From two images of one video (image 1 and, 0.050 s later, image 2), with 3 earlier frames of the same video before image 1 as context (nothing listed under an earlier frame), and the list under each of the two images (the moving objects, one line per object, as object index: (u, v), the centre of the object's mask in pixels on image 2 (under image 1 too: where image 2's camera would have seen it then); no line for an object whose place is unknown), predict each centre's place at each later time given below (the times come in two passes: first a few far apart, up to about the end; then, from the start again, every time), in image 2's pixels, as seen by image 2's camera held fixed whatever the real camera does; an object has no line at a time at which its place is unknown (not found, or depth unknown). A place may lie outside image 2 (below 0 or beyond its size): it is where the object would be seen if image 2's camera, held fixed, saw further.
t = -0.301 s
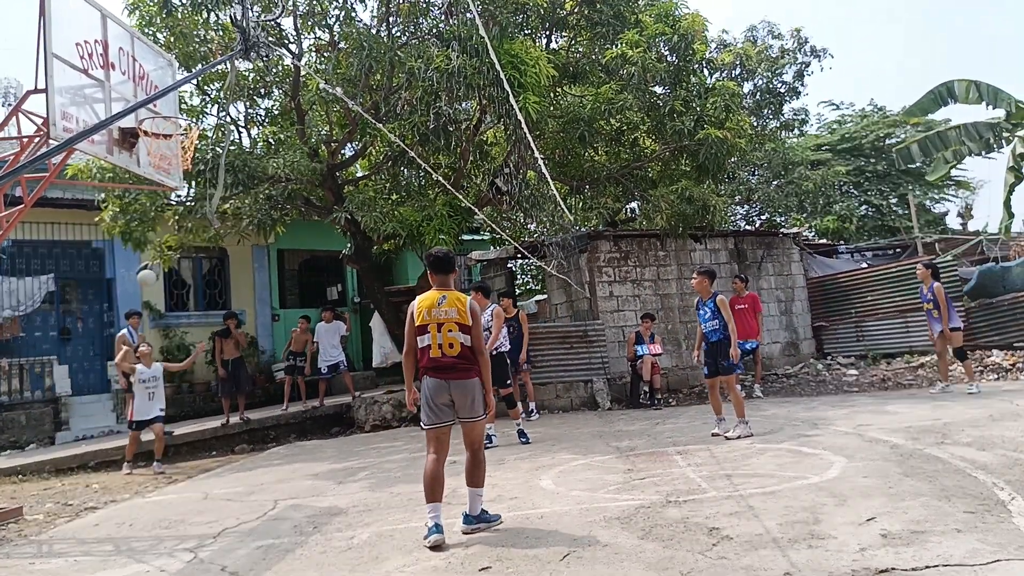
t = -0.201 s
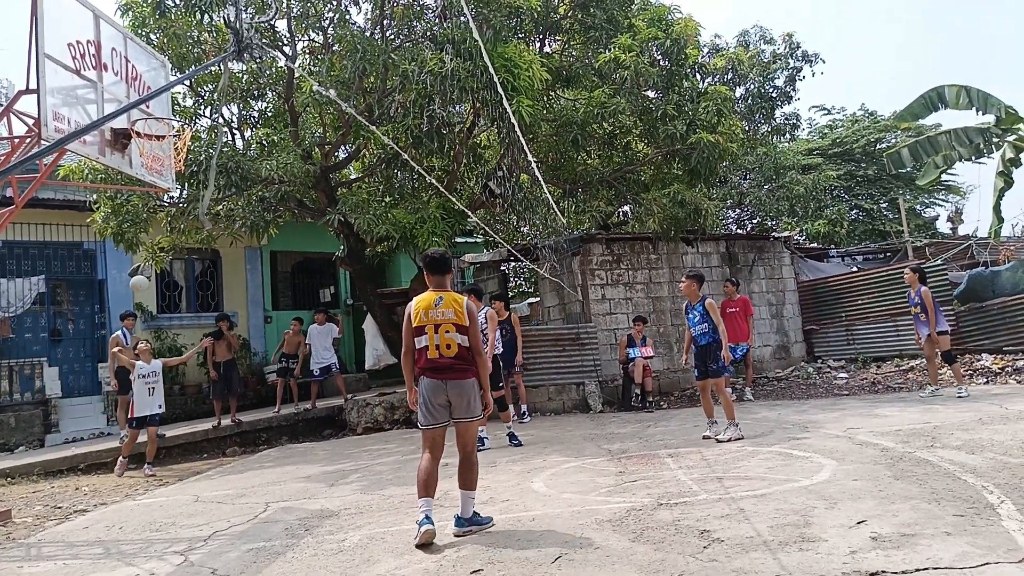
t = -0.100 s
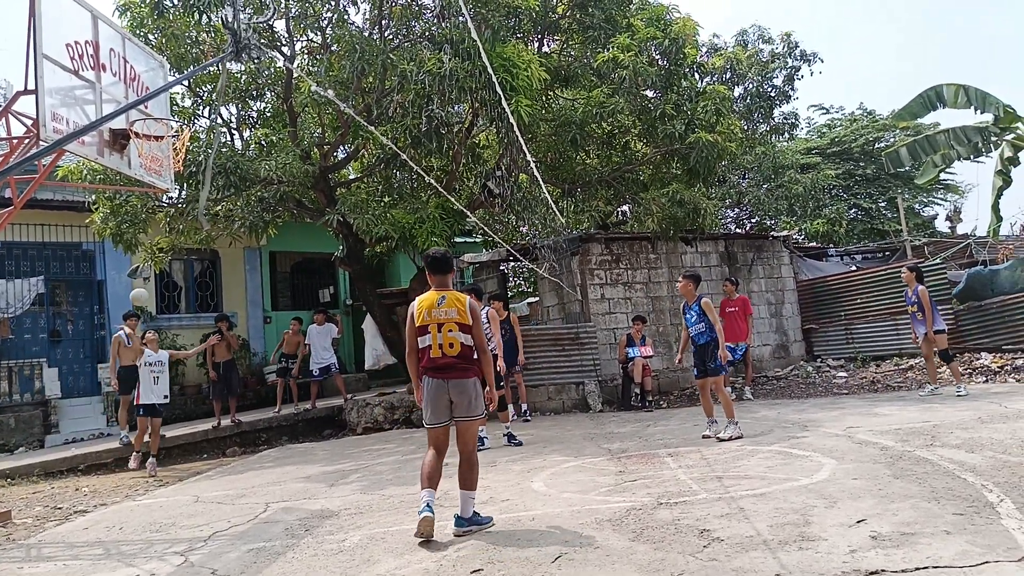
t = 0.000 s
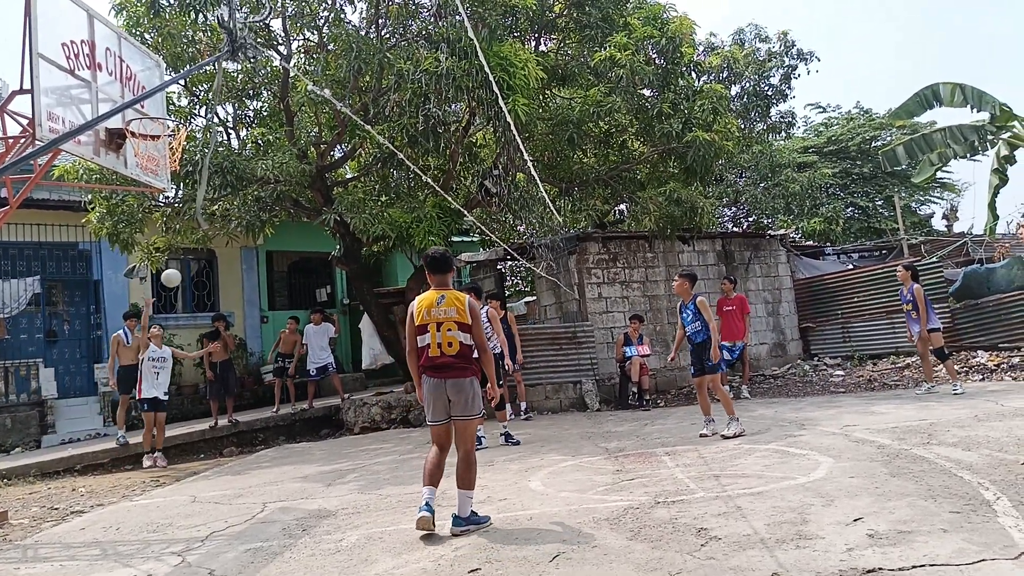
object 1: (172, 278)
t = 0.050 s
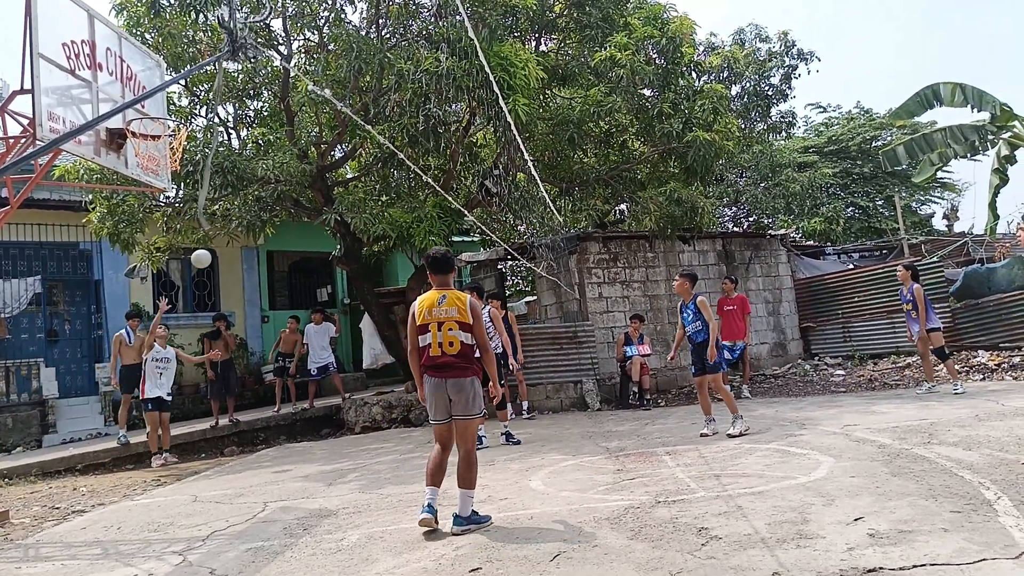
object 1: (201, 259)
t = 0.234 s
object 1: (313, 203)
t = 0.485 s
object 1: (484, 170)
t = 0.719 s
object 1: (672, 191)
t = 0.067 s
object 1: (211, 253)
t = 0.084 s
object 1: (221, 247)
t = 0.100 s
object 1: (231, 241)
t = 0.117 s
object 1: (241, 236)
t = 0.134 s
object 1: (251, 231)
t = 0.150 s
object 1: (262, 226)
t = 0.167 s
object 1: (272, 221)
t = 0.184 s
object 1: (282, 216)
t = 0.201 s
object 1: (292, 212)
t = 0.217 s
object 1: (303, 208)
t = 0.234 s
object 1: (313, 203)
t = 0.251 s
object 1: (324, 200)
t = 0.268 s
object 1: (335, 196)
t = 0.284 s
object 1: (346, 192)
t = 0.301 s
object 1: (356, 189)
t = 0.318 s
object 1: (368, 186)
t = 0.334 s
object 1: (379, 183)
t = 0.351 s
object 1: (390, 181)
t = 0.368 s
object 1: (401, 178)
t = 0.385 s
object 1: (413, 177)
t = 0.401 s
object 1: (424, 175)
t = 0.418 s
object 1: (436, 173)
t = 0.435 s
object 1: (448, 172)
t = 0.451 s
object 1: (460, 171)
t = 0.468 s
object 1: (472, 170)
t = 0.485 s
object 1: (484, 170)
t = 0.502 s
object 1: (496, 169)
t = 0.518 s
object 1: (509, 169)
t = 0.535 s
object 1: (521, 169)
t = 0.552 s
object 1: (534, 169)
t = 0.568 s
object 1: (547, 170)
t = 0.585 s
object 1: (560, 171)
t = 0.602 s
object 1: (573, 173)
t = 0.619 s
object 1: (587, 174)
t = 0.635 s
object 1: (601, 176)
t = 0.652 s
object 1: (614, 179)
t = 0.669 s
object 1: (628, 181)
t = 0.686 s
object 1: (643, 184)
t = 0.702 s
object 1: (657, 188)
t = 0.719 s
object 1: (672, 191)
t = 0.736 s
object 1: (686, 195)
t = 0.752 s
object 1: (701, 200)
